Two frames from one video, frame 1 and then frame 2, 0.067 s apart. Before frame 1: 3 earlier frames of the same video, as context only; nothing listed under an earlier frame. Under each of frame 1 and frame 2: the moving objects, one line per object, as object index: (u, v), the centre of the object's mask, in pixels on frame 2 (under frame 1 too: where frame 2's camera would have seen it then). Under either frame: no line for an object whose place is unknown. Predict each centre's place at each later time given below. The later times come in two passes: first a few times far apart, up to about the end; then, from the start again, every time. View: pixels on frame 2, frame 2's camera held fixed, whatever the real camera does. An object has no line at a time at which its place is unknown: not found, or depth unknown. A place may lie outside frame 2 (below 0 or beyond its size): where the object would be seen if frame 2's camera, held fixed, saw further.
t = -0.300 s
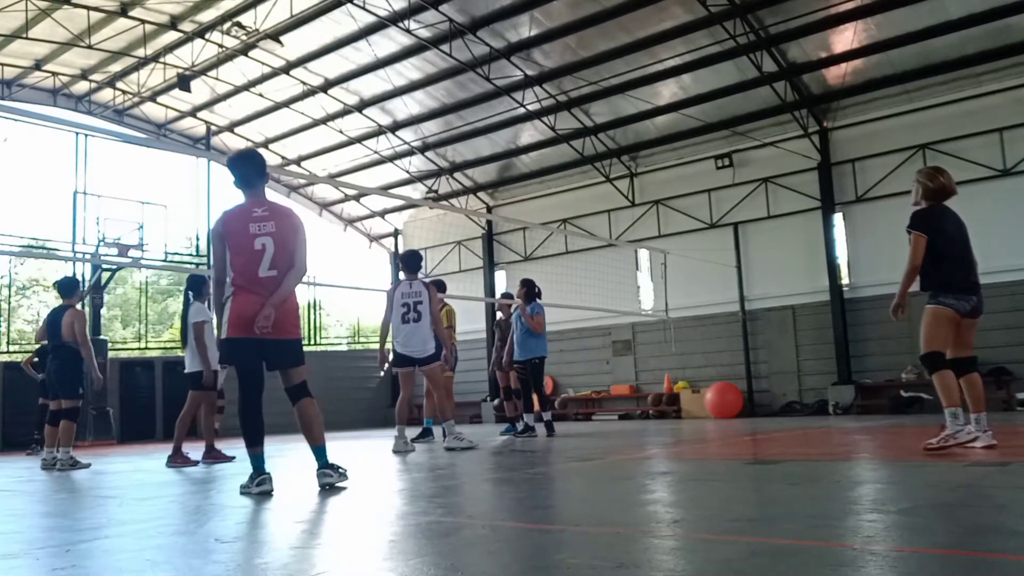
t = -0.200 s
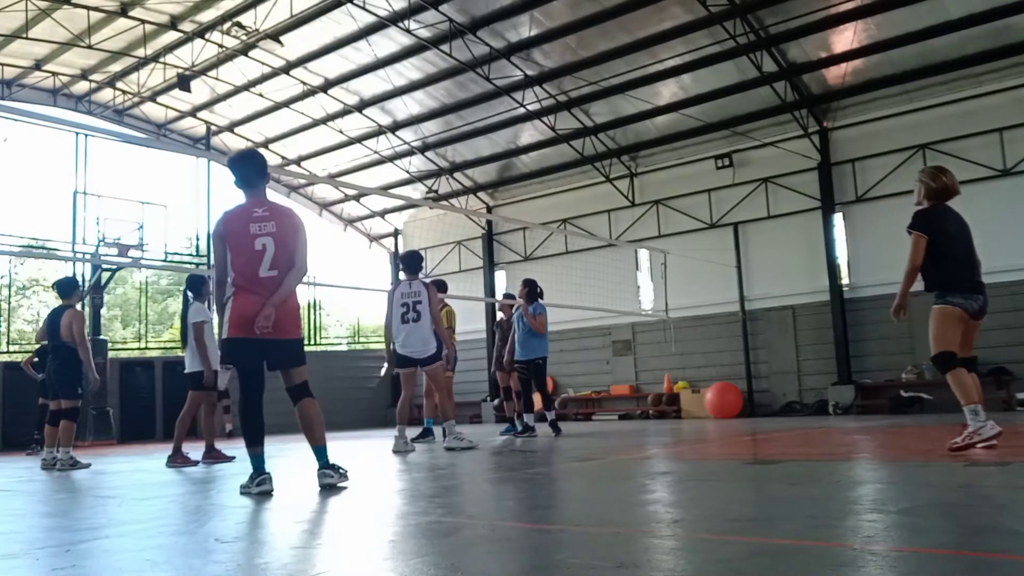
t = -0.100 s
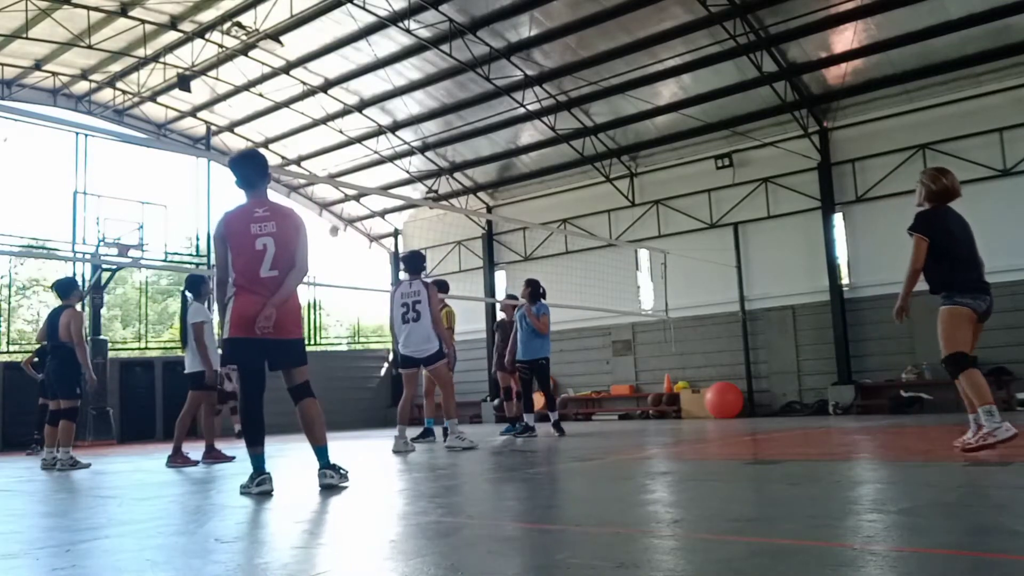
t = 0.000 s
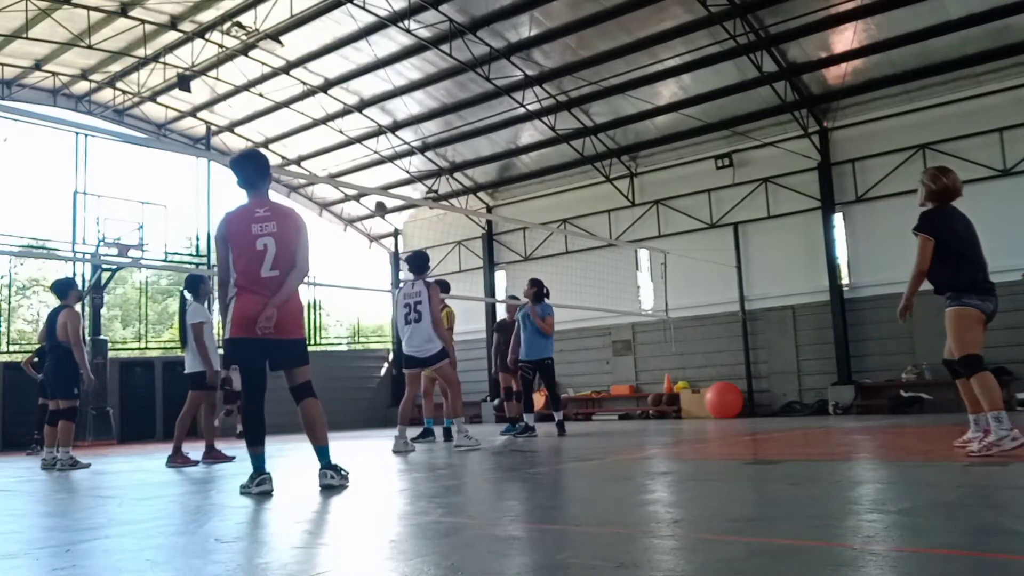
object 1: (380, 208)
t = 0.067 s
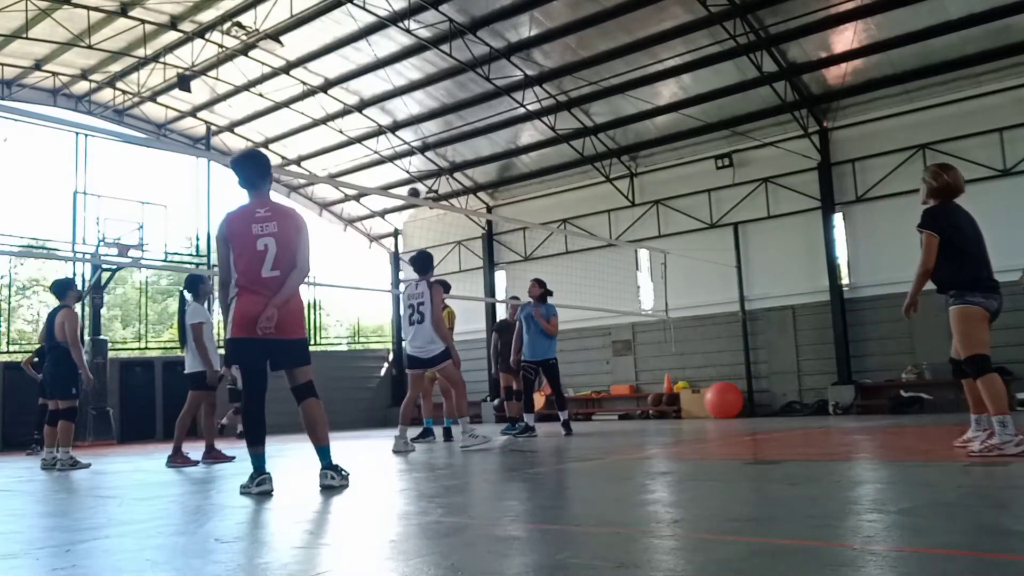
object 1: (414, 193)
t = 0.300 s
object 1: (541, 175)
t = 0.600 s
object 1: (751, 221)
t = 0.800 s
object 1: (927, 318)
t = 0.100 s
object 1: (430, 189)
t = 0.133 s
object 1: (448, 183)
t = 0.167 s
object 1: (466, 181)
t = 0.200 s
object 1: (485, 178)
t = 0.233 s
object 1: (503, 175)
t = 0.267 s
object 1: (522, 174)
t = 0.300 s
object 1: (541, 175)
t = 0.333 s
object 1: (564, 175)
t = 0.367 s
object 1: (584, 177)
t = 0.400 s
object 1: (605, 179)
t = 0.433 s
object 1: (628, 184)
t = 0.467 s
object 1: (650, 188)
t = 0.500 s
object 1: (674, 194)
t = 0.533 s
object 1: (699, 203)
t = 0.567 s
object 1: (724, 211)
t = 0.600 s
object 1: (751, 221)
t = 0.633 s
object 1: (777, 234)
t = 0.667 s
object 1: (805, 247)
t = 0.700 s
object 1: (833, 264)
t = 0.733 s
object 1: (863, 279)
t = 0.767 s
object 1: (894, 298)
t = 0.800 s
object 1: (927, 318)
